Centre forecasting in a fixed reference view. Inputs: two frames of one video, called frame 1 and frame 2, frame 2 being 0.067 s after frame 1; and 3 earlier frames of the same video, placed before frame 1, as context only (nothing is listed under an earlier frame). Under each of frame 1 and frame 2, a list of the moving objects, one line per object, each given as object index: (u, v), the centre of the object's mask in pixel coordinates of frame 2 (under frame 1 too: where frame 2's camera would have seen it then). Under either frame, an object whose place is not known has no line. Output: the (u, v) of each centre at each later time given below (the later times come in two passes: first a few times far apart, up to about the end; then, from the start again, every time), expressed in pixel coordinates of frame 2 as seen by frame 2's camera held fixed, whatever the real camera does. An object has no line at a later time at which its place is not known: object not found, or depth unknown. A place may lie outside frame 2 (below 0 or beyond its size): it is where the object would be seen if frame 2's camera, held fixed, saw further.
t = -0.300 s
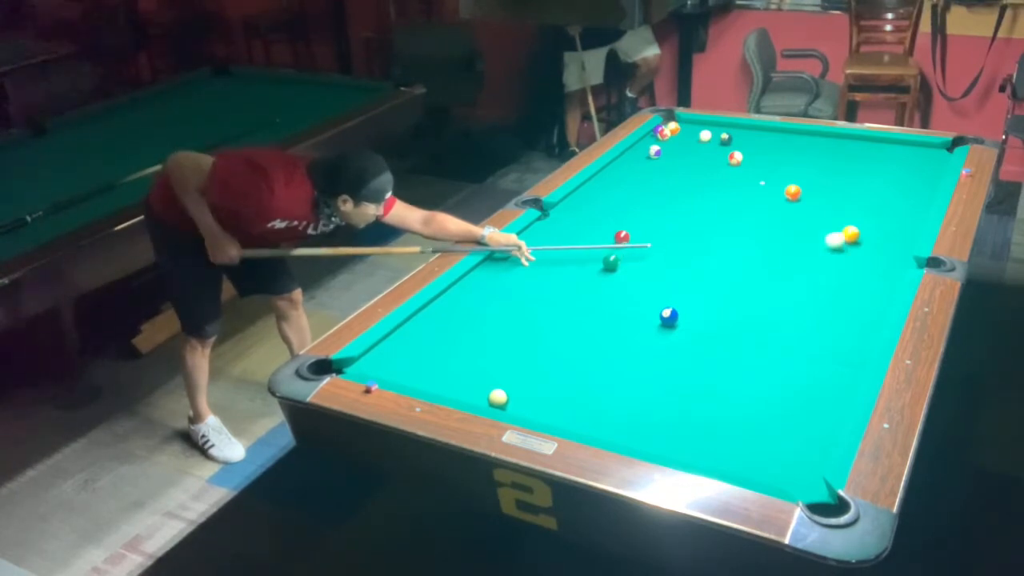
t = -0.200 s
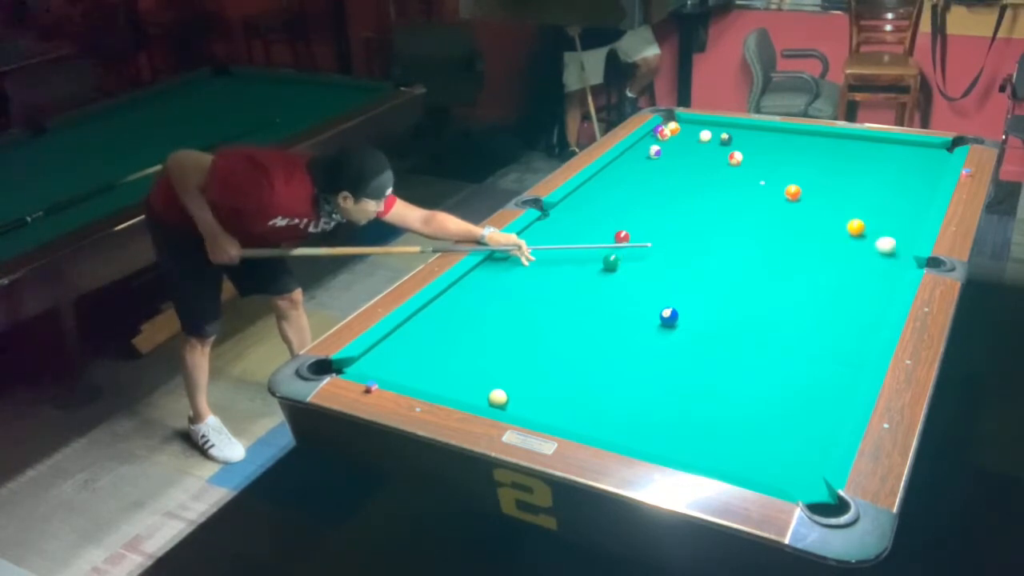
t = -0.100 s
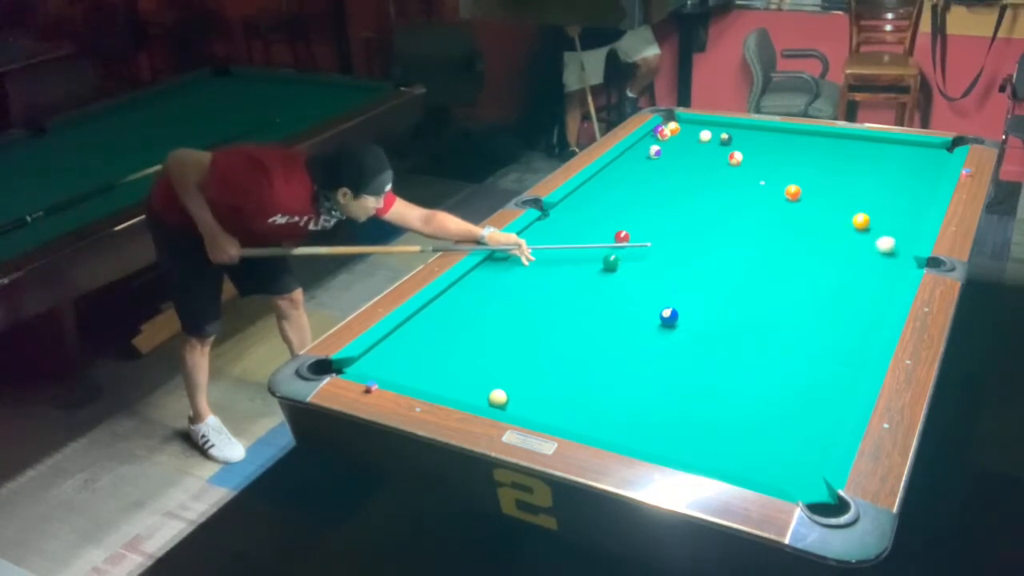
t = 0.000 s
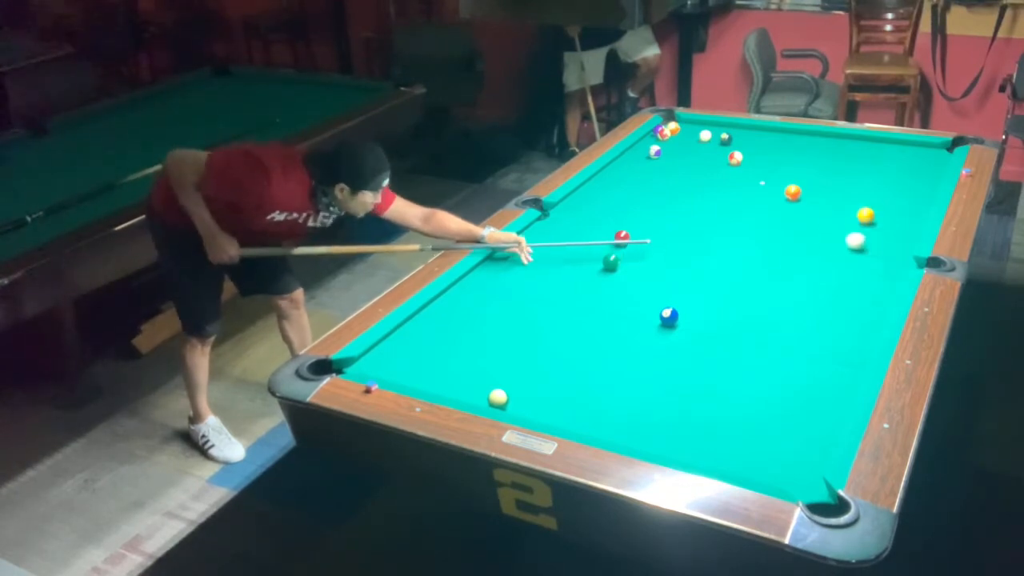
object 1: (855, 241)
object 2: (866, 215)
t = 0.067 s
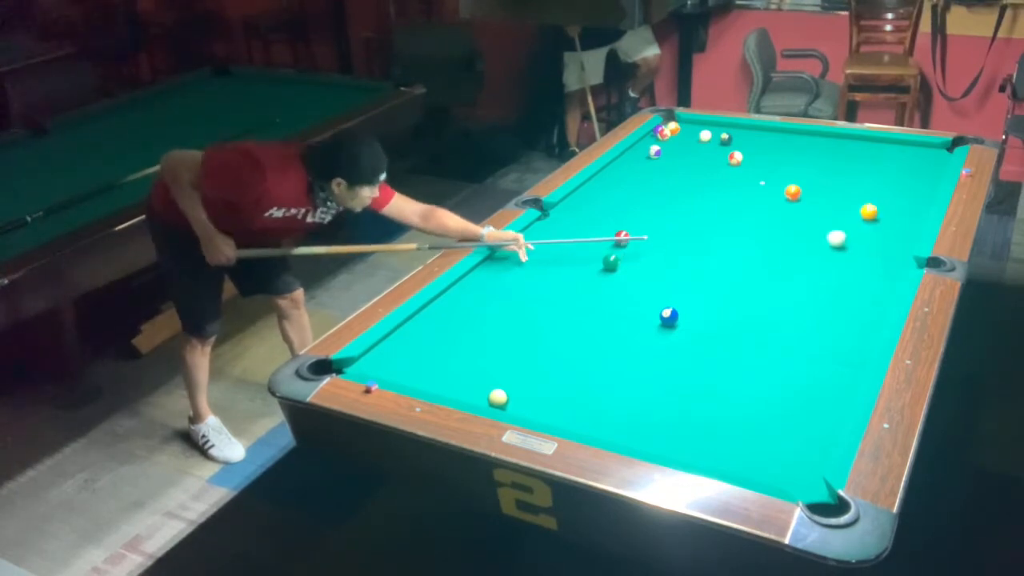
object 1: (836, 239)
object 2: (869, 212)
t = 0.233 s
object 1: (791, 233)
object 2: (876, 203)
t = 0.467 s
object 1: (732, 226)
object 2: (885, 192)
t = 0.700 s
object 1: (678, 219)
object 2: (894, 181)
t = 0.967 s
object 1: (620, 211)
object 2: (903, 170)
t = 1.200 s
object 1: (574, 205)
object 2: (910, 162)
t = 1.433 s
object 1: (574, 207)
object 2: (917, 154)
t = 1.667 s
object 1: (589, 212)
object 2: (923, 146)
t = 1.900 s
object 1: (604, 216)
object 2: (924, 147)
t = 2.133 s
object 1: (617, 220)
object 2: (923, 152)
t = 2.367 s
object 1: (631, 224)
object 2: (922, 156)
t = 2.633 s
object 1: (645, 228)
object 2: (920, 162)
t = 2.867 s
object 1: (657, 231)
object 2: (919, 166)
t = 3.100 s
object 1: (668, 234)
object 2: (919, 169)
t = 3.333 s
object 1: (678, 238)
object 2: (919, 173)
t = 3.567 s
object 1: (687, 240)
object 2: (919, 176)
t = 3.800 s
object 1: (696, 243)
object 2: (918, 179)
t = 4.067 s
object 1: (704, 245)
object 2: (918, 182)
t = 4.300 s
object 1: (710, 247)
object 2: (917, 184)
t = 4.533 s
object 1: (715, 248)
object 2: (916, 186)
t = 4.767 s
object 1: (719, 249)
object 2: (915, 187)
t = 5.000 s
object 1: (723, 250)
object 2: (915, 188)
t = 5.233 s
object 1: (725, 250)
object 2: (914, 188)
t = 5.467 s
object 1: (725, 250)
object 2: (914, 188)
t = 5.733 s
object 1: (725, 250)
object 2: (914, 188)
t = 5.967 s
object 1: (726, 250)
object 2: (914, 188)
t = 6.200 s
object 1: (726, 250)
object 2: (914, 188)
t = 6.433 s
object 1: (726, 250)
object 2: (914, 188)
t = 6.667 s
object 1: (726, 250)
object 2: (914, 189)
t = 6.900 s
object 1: (726, 250)
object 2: (914, 188)
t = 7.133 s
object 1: (726, 250)
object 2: (914, 188)
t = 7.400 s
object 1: (726, 250)
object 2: (914, 188)
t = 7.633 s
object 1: (726, 250)
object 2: (914, 188)
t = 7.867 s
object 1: (726, 250)
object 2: (914, 188)
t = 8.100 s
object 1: (726, 250)
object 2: (914, 188)
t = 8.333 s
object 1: (726, 250)
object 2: (914, 188)
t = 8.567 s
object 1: (726, 250)
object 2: (914, 188)
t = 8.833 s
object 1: (726, 250)
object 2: (914, 188)
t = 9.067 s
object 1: (726, 250)
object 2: (914, 188)
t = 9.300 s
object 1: (726, 250)
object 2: (914, 188)
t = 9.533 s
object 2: (914, 188)
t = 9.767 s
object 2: (914, 188)
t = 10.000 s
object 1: (726, 250)
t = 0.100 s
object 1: (827, 237)
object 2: (870, 210)
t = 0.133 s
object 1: (818, 236)
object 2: (872, 208)
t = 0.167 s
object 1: (809, 235)
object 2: (873, 207)
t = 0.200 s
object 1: (800, 234)
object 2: (875, 205)
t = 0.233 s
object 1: (791, 233)
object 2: (876, 203)
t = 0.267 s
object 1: (783, 232)
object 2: (877, 201)
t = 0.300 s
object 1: (774, 231)
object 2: (879, 200)
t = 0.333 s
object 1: (765, 230)
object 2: (880, 198)
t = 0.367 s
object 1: (757, 229)
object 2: (881, 196)
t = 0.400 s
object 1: (749, 228)
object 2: (883, 195)
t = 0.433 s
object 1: (740, 227)
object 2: (884, 193)
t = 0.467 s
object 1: (732, 226)
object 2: (885, 192)
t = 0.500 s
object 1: (724, 225)
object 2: (887, 190)
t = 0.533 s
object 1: (716, 224)
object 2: (888, 188)
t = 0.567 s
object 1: (708, 223)
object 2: (889, 187)
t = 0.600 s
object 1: (700, 222)
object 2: (890, 185)
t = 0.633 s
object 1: (693, 221)
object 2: (892, 184)
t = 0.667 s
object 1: (685, 220)
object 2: (893, 182)
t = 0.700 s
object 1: (678, 219)
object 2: (894, 181)
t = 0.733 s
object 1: (670, 218)
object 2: (895, 180)
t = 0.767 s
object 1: (663, 217)
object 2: (896, 178)
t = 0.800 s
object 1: (655, 216)
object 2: (897, 177)
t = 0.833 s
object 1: (648, 215)
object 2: (899, 175)
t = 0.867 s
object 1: (641, 214)
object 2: (900, 174)
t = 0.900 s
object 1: (634, 213)
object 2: (901, 173)
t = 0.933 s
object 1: (627, 212)
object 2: (902, 171)
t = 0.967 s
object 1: (620, 211)
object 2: (903, 170)
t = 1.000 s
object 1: (613, 210)
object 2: (904, 169)
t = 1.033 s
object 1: (606, 210)
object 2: (905, 168)
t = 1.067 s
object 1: (600, 209)
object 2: (906, 166)
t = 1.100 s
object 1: (593, 208)
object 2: (907, 165)
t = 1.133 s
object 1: (587, 207)
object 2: (908, 164)
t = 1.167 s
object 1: (580, 206)
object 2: (909, 163)
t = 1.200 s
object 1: (574, 205)
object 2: (910, 162)
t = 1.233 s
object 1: (567, 204)
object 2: (911, 160)
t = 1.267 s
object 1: (563, 204)
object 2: (912, 159)
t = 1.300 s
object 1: (565, 205)
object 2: (913, 158)
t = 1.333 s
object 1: (567, 205)
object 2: (914, 157)
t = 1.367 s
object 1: (570, 206)
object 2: (915, 156)
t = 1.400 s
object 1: (572, 207)
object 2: (916, 154)
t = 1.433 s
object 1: (574, 207)
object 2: (917, 154)
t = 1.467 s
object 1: (576, 208)
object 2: (918, 153)
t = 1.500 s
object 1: (578, 209)
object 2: (918, 151)
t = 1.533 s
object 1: (581, 209)
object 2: (920, 150)
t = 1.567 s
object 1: (583, 210)
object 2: (920, 149)
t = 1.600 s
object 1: (585, 210)
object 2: (921, 148)
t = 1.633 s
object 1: (587, 211)
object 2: (922, 147)
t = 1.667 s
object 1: (589, 212)
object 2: (923, 146)
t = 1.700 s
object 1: (591, 212)
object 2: (924, 145)
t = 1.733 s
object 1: (593, 213)
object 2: (925, 145)
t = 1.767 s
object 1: (595, 214)
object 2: (925, 145)
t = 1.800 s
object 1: (597, 214)
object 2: (925, 145)
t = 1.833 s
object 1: (599, 215)
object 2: (924, 146)
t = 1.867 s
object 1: (602, 215)
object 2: (924, 146)
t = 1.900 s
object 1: (604, 216)
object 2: (924, 147)
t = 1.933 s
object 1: (605, 216)
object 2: (924, 148)
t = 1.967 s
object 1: (608, 217)
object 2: (924, 148)
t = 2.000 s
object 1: (609, 218)
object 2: (923, 149)
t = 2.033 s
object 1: (612, 218)
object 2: (924, 150)
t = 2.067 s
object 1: (614, 219)
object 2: (923, 151)
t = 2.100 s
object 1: (615, 219)
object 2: (923, 151)
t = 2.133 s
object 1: (617, 220)
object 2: (923, 152)
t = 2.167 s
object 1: (619, 221)
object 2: (923, 152)
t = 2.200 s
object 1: (621, 221)
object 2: (923, 153)
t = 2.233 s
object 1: (623, 222)
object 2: (923, 154)
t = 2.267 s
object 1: (625, 222)
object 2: (922, 154)
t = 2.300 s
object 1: (627, 222)
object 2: (922, 155)
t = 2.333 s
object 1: (629, 223)
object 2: (922, 156)
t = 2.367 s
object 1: (631, 224)
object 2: (922, 156)
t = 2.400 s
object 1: (633, 224)
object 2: (921, 157)
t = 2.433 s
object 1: (634, 225)
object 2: (921, 158)
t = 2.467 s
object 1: (636, 225)
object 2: (921, 158)
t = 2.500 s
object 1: (638, 226)
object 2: (921, 159)
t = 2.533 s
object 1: (640, 227)
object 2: (921, 160)
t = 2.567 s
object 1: (642, 227)
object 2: (921, 161)
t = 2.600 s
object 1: (643, 227)
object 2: (921, 161)
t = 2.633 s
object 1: (645, 228)
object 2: (920, 162)
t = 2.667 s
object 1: (647, 228)
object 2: (920, 162)
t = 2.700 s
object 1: (648, 229)
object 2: (920, 163)
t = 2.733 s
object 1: (650, 229)
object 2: (920, 163)
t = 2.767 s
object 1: (652, 230)
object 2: (920, 164)
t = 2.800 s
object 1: (653, 231)
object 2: (920, 164)
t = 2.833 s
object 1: (655, 231)
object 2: (920, 165)
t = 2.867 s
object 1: (657, 231)
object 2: (919, 166)
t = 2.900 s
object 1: (658, 232)
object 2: (919, 166)
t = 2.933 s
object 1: (660, 232)
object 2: (919, 167)
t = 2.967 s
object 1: (661, 233)
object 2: (919, 167)
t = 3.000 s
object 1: (663, 233)
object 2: (919, 168)
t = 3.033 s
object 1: (664, 233)
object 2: (919, 168)
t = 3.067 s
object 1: (666, 234)
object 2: (919, 169)
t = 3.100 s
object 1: (668, 234)
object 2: (919, 169)
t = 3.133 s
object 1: (669, 235)
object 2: (919, 170)
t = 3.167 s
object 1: (671, 235)
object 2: (919, 170)
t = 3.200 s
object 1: (672, 236)
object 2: (919, 171)
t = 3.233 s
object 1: (674, 236)
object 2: (919, 171)
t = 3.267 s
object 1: (675, 237)
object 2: (919, 172)
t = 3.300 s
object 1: (676, 237)
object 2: (919, 172)
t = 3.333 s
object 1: (678, 238)
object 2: (919, 173)
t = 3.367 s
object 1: (679, 238)
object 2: (919, 173)
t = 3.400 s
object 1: (681, 238)
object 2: (919, 174)
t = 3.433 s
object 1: (682, 239)
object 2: (919, 175)
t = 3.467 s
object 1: (683, 239)
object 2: (919, 175)
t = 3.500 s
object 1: (685, 239)
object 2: (918, 176)
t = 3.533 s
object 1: (686, 240)
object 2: (918, 176)
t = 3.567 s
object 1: (687, 240)
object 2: (919, 176)
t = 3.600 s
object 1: (689, 241)
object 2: (919, 177)
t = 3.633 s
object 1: (690, 241)
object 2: (918, 177)
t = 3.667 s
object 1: (691, 241)
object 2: (918, 178)
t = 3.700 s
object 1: (692, 241)
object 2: (918, 178)
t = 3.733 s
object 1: (693, 242)
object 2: (918, 178)
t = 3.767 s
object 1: (694, 242)
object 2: (918, 179)
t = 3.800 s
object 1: (696, 243)
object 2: (918, 179)
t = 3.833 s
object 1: (697, 243)
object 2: (918, 180)
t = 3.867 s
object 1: (698, 243)
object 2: (918, 180)
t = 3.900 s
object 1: (699, 243)
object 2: (918, 180)
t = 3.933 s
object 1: (700, 244)
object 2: (918, 181)
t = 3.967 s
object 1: (701, 244)
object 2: (918, 181)
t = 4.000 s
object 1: (702, 244)
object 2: (918, 181)
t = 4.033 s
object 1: (703, 245)
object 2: (918, 182)
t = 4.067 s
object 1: (704, 245)
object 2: (918, 182)
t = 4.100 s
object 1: (705, 245)
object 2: (918, 182)
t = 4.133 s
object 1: (706, 245)
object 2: (918, 183)
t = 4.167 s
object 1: (707, 246)
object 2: (917, 183)
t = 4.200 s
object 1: (708, 246)
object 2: (917, 183)
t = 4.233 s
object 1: (708, 246)
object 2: (917, 184)
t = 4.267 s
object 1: (709, 246)
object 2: (917, 184)
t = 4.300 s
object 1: (710, 247)
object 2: (917, 184)
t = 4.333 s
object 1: (711, 247)
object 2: (917, 185)
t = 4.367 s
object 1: (712, 247)
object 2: (917, 185)
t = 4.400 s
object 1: (712, 247)
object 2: (917, 185)
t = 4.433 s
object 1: (713, 248)
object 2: (916, 185)
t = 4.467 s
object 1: (714, 248)
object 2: (916, 185)
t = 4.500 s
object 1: (714, 248)
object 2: (916, 186)
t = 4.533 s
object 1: (715, 248)
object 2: (916, 186)
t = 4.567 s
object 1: (716, 248)
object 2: (916, 186)
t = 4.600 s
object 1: (717, 249)
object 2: (916, 186)
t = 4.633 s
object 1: (717, 249)
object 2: (916, 186)
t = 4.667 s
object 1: (718, 249)
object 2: (915, 186)
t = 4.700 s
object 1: (718, 249)
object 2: (915, 186)
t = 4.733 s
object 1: (719, 249)
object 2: (915, 187)
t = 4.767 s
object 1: (719, 249)
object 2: (915, 187)
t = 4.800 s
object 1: (720, 249)
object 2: (915, 187)
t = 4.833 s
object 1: (720, 249)
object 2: (915, 187)
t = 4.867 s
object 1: (721, 250)
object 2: (915, 187)
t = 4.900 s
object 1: (721, 249)
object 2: (915, 187)
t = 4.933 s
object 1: (722, 250)
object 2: (915, 187)
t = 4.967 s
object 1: (722, 250)
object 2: (915, 188)
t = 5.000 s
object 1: (723, 250)
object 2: (915, 188)
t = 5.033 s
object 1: (723, 250)
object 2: (915, 188)
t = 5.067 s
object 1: (723, 250)
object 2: (914, 188)
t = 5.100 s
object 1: (724, 250)
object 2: (915, 188)
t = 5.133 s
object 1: (724, 250)
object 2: (914, 188)
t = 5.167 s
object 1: (724, 250)
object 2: (914, 188)
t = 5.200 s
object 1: (725, 250)
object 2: (914, 188)
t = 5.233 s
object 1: (725, 250)
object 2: (914, 188)
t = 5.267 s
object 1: (725, 250)
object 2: (914, 188)
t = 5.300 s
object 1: (725, 250)
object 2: (914, 188)
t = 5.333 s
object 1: (725, 250)
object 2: (914, 188)
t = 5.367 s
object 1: (725, 250)
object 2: (914, 188)
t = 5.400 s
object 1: (725, 250)
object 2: (914, 188)
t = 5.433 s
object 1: (725, 250)
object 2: (914, 188)
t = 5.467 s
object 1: (725, 250)
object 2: (914, 188)
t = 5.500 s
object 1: (725, 250)
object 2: (914, 188)
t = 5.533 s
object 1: (725, 250)
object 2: (914, 188)
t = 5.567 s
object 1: (725, 250)
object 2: (914, 188)
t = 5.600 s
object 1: (725, 250)
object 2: (914, 188)
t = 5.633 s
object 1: (725, 250)
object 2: (914, 188)
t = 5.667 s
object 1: (725, 250)
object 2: (914, 188)
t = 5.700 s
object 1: (725, 250)
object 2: (914, 188)
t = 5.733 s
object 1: (725, 250)
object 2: (914, 188)
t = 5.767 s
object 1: (725, 250)
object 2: (914, 188)
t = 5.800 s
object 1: (725, 250)
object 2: (914, 188)
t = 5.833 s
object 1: (726, 250)
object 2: (914, 188)
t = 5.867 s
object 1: (726, 250)
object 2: (914, 188)
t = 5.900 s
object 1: (726, 250)
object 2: (914, 188)
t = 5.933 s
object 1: (726, 250)
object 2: (914, 188)
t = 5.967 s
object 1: (726, 250)
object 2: (914, 188)
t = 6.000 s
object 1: (726, 250)
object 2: (914, 188)
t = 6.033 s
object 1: (726, 250)
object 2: (914, 188)
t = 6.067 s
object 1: (726, 250)
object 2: (914, 189)
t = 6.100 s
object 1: (726, 250)
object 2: (914, 189)
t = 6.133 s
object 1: (726, 250)
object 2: (914, 188)
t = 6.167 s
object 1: (726, 250)
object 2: (914, 188)
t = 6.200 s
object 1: (726, 250)
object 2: (914, 188)
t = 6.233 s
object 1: (726, 250)
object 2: (914, 188)
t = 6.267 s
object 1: (726, 250)
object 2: (914, 188)
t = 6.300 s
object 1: (726, 250)
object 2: (914, 188)
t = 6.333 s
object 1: (726, 250)
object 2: (914, 188)
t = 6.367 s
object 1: (726, 250)
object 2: (914, 189)
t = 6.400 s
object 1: (726, 250)
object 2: (914, 189)
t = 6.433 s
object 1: (726, 250)
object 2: (914, 188)
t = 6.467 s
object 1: (726, 250)
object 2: (914, 188)
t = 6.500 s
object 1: (726, 250)
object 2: (914, 188)
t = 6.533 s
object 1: (726, 250)
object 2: (914, 189)
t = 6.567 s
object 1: (726, 250)
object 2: (914, 188)
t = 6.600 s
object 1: (726, 250)
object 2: (914, 188)
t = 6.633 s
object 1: (726, 250)
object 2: (914, 189)
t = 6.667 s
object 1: (726, 250)
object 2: (914, 189)
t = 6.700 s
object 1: (726, 250)
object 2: (914, 188)
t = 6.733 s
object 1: (726, 250)
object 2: (914, 189)
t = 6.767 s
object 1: (726, 250)
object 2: (914, 188)
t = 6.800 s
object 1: (726, 250)
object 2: (914, 188)
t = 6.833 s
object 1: (726, 250)
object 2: (914, 189)
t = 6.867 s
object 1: (726, 250)
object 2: (914, 188)
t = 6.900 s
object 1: (726, 250)
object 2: (914, 188)
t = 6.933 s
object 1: (726, 250)
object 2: (914, 188)
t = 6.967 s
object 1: (726, 250)
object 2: (914, 189)
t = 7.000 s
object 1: (726, 250)
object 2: (914, 189)
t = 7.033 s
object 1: (726, 250)
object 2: (914, 188)
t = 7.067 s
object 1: (726, 250)
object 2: (914, 188)
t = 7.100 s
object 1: (726, 250)
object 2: (914, 188)
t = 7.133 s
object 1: (726, 250)
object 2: (914, 188)
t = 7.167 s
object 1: (726, 250)
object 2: (914, 188)
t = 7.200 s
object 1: (726, 250)
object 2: (914, 188)
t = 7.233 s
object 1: (726, 250)
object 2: (914, 188)
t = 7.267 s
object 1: (726, 250)
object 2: (914, 189)
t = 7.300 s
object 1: (726, 250)
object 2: (914, 189)
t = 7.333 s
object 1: (726, 250)
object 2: (914, 188)
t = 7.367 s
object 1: (726, 250)
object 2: (914, 188)
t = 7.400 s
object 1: (726, 250)
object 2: (914, 188)
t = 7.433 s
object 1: (726, 250)
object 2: (914, 188)
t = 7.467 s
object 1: (726, 250)
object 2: (914, 188)
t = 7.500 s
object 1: (726, 250)
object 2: (914, 188)
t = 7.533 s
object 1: (726, 250)
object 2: (914, 188)
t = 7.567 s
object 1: (726, 250)
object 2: (914, 188)
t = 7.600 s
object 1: (726, 250)
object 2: (914, 188)
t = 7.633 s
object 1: (726, 250)
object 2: (914, 188)
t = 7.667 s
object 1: (726, 250)
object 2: (914, 188)
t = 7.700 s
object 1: (726, 250)
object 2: (914, 188)
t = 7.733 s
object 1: (726, 250)
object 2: (914, 188)
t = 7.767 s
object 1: (726, 250)
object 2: (914, 188)
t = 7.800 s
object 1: (726, 250)
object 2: (914, 188)
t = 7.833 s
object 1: (726, 250)
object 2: (914, 188)
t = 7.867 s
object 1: (726, 250)
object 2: (914, 188)
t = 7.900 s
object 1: (726, 250)
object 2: (914, 188)
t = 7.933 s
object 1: (726, 250)
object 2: (914, 188)
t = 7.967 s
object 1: (726, 250)
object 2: (914, 188)
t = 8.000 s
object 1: (726, 250)
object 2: (914, 188)
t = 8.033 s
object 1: (726, 250)
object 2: (914, 188)
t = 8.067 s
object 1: (726, 250)
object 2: (914, 188)
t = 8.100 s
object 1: (726, 250)
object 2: (914, 188)
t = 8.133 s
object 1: (726, 250)
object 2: (914, 188)
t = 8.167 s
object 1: (726, 250)
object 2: (914, 188)
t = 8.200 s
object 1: (726, 250)
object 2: (914, 188)
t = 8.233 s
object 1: (726, 250)
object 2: (914, 188)
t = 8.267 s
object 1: (726, 250)
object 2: (914, 188)
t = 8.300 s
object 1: (726, 250)
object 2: (914, 188)
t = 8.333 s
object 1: (726, 250)
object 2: (914, 188)
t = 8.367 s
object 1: (726, 250)
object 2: (914, 188)
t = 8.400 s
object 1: (726, 250)
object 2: (914, 188)
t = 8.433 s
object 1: (726, 250)
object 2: (914, 188)
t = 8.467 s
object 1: (726, 250)
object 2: (914, 188)
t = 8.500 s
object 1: (726, 250)
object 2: (914, 188)
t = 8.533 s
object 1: (726, 250)
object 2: (914, 188)
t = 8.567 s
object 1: (726, 250)
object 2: (914, 188)
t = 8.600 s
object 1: (726, 250)
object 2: (914, 188)
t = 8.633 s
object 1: (726, 250)
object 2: (914, 188)
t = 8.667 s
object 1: (726, 250)
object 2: (914, 188)
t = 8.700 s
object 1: (726, 250)
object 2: (914, 188)
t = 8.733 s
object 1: (726, 250)
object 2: (914, 188)
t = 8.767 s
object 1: (726, 250)
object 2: (914, 188)
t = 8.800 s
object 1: (726, 250)
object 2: (914, 188)
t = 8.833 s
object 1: (726, 250)
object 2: (914, 188)
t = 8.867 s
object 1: (726, 250)
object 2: (914, 188)
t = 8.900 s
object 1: (726, 250)
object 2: (914, 188)
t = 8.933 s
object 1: (726, 250)
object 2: (914, 188)
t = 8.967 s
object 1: (726, 250)
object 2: (914, 188)
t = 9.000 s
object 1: (726, 250)
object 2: (914, 188)
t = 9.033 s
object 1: (726, 250)
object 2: (914, 188)
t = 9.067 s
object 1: (726, 250)
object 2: (914, 188)
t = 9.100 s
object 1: (726, 250)
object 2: (913, 188)
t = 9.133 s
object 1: (726, 250)
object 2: (913, 188)
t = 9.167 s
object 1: (726, 250)
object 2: (913, 188)
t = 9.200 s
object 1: (726, 250)
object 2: (914, 188)
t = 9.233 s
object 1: (726, 250)
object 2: (913, 188)
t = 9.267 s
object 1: (726, 250)
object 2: (913, 188)
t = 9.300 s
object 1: (726, 250)
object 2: (914, 188)
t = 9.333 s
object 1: (726, 250)
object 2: (914, 188)
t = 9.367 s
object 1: (726, 250)
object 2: (913, 188)
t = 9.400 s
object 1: (725, 250)
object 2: (913, 188)
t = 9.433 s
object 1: (725, 250)
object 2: (913, 188)
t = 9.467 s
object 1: (728, 251)
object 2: (914, 188)
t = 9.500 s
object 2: (914, 188)
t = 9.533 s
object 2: (914, 188)
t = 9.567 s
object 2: (914, 188)
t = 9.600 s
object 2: (913, 188)
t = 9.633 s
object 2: (913, 188)
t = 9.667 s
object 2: (913, 188)
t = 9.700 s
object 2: (913, 188)
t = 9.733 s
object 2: (913, 188)
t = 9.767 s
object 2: (914, 188)
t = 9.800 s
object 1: (725, 247)
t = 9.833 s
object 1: (725, 250)
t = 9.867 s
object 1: (726, 250)
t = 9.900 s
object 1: (726, 250)
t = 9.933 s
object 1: (726, 250)
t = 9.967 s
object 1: (726, 250)
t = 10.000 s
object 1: (726, 250)
